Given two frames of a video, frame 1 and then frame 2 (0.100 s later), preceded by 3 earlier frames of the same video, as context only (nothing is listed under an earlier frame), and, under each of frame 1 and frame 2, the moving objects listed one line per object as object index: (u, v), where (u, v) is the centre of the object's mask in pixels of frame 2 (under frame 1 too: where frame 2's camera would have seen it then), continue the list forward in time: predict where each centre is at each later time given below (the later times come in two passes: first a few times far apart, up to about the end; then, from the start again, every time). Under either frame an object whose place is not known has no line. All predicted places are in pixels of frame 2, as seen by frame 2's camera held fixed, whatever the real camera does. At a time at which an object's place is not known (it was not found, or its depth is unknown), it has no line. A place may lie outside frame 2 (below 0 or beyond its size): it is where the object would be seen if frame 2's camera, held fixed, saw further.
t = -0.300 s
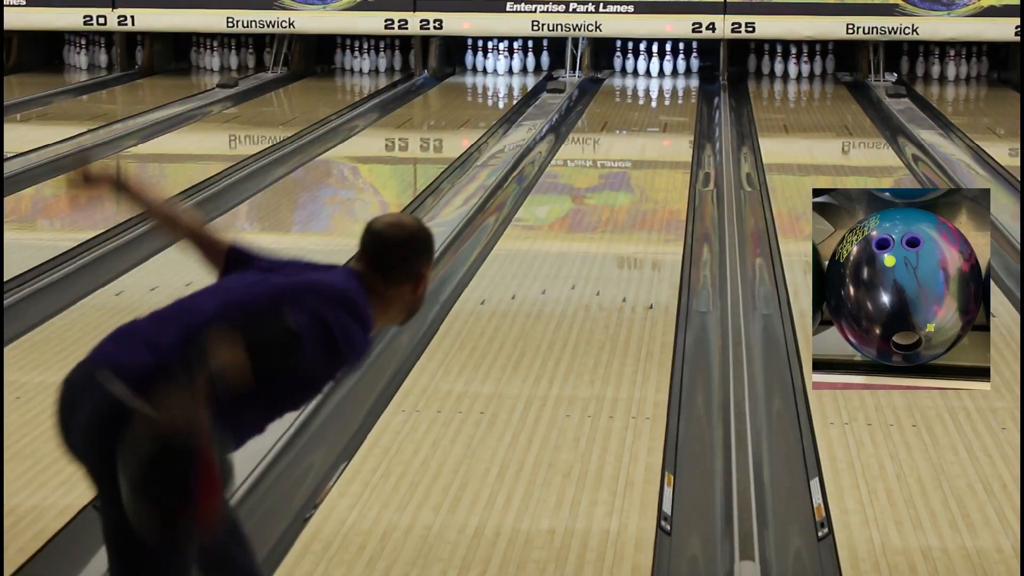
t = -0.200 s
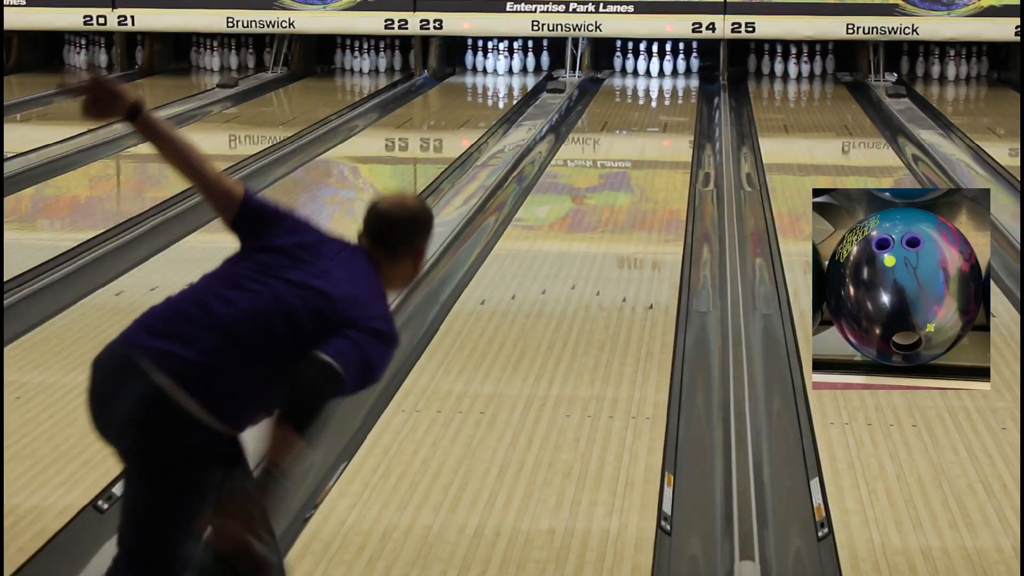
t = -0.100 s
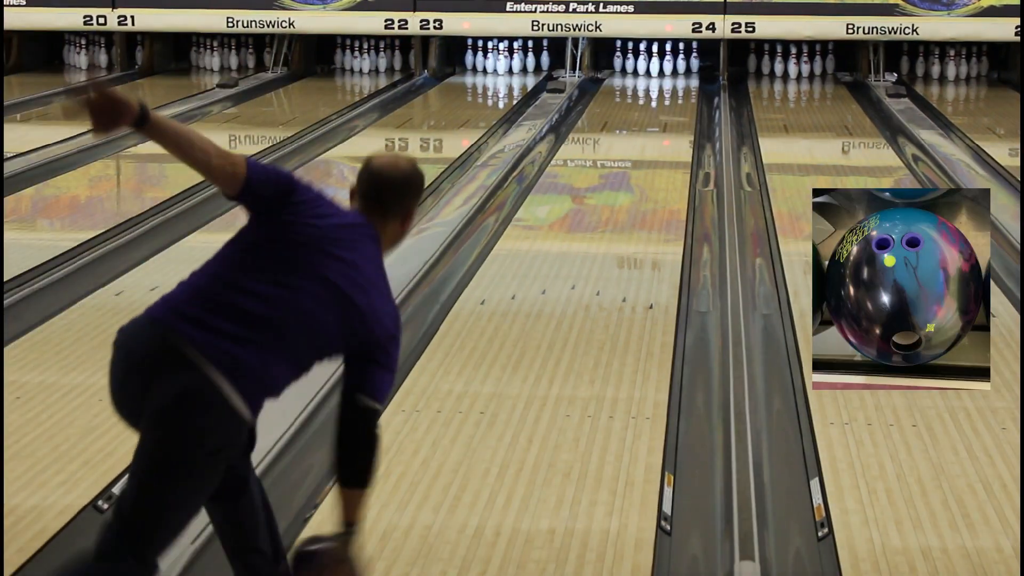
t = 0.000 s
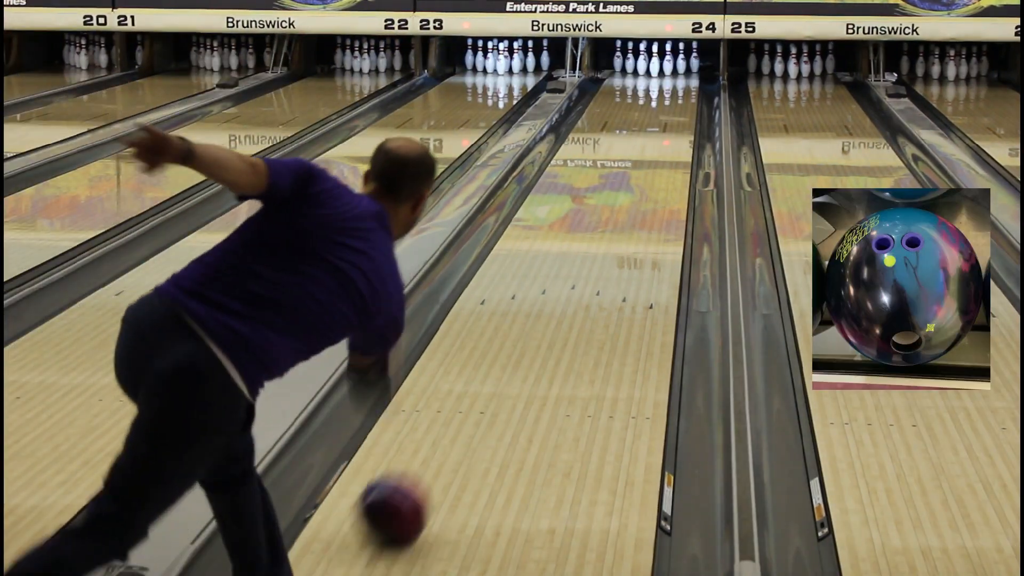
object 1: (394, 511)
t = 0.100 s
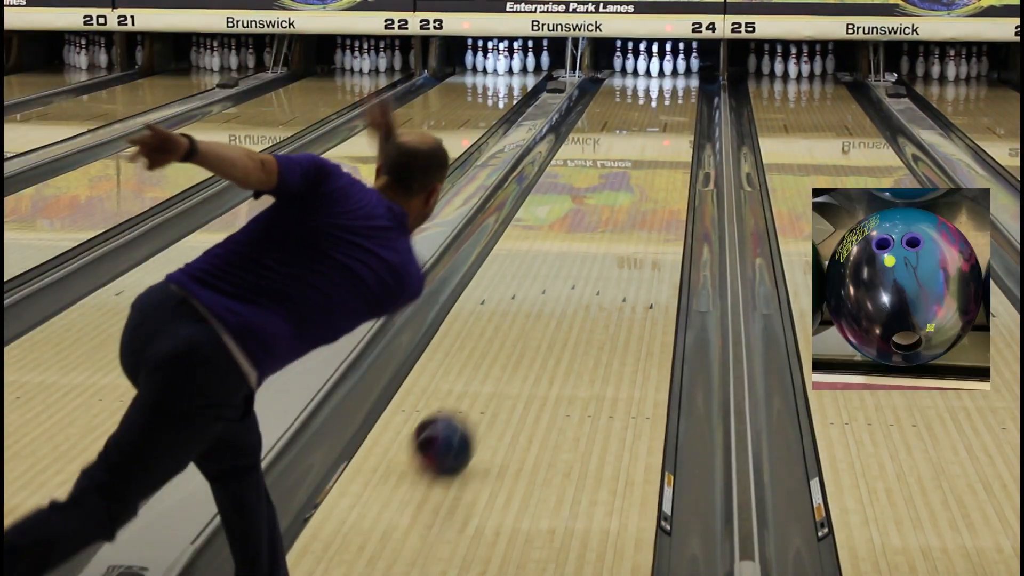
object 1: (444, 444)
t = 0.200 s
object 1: (484, 389)
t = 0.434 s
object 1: (550, 298)
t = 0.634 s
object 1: (588, 244)
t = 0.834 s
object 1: (616, 204)
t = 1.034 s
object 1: (638, 173)
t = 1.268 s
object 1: (657, 144)
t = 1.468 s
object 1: (668, 124)
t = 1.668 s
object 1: (675, 109)
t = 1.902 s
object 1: (676, 93)
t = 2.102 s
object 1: (671, 82)
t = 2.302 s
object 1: (663, 72)
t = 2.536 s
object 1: (657, 66)
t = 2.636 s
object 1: (655, 64)
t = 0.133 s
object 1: (458, 424)
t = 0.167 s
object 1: (472, 405)
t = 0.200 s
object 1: (484, 389)
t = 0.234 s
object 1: (495, 374)
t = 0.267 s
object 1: (506, 359)
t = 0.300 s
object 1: (516, 346)
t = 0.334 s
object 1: (525, 332)
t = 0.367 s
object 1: (533, 321)
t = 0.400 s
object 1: (542, 310)
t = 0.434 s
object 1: (550, 298)
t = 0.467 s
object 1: (557, 288)
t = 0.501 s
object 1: (564, 278)
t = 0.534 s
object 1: (570, 269)
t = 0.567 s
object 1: (576, 261)
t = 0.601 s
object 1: (583, 252)
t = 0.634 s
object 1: (588, 244)
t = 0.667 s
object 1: (593, 237)
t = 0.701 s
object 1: (599, 230)
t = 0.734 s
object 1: (603, 223)
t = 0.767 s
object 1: (608, 217)
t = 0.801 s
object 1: (612, 210)
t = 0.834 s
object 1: (616, 204)
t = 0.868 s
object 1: (620, 199)
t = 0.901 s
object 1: (624, 193)
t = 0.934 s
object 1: (628, 187)
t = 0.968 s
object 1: (631, 182)
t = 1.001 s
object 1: (635, 177)
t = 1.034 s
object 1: (638, 173)
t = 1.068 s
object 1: (641, 168)
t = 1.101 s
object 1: (644, 164)
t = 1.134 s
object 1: (647, 159)
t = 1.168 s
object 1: (649, 155)
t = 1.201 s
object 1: (652, 152)
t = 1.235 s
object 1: (654, 147)
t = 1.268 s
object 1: (657, 144)
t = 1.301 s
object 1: (659, 140)
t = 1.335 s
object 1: (661, 137)
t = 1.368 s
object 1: (663, 133)
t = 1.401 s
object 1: (665, 130)
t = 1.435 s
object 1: (667, 127)
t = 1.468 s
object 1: (668, 124)
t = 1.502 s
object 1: (669, 121)
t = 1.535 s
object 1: (671, 119)
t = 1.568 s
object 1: (672, 116)
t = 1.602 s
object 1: (673, 113)
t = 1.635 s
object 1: (674, 111)
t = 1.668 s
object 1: (675, 109)
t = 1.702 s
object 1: (675, 106)
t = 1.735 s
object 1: (676, 104)
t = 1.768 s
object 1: (676, 101)
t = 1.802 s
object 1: (676, 99)
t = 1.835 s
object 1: (676, 97)
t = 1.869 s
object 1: (676, 95)
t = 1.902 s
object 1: (676, 93)
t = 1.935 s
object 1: (675, 91)
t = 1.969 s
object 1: (675, 89)
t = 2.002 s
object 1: (674, 87)
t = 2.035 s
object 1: (673, 85)
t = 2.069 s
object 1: (672, 84)
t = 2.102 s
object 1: (671, 82)
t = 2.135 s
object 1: (670, 80)
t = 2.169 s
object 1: (668, 79)
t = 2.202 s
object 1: (667, 77)
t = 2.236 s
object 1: (666, 76)
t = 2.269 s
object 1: (664, 74)
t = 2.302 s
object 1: (663, 72)
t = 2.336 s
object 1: (662, 71)
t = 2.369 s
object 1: (660, 70)
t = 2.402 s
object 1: (659, 69)
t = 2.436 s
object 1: (660, 68)
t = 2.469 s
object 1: (659, 67)
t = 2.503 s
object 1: (657, 67)
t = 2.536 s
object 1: (657, 66)
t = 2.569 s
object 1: (657, 65)
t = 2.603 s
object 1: (656, 64)
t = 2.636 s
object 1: (655, 64)
